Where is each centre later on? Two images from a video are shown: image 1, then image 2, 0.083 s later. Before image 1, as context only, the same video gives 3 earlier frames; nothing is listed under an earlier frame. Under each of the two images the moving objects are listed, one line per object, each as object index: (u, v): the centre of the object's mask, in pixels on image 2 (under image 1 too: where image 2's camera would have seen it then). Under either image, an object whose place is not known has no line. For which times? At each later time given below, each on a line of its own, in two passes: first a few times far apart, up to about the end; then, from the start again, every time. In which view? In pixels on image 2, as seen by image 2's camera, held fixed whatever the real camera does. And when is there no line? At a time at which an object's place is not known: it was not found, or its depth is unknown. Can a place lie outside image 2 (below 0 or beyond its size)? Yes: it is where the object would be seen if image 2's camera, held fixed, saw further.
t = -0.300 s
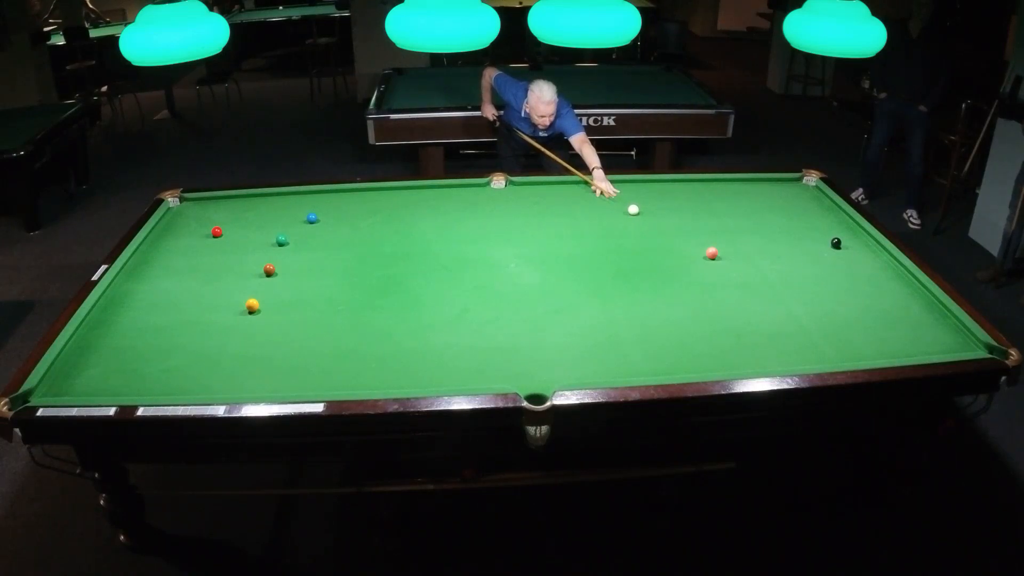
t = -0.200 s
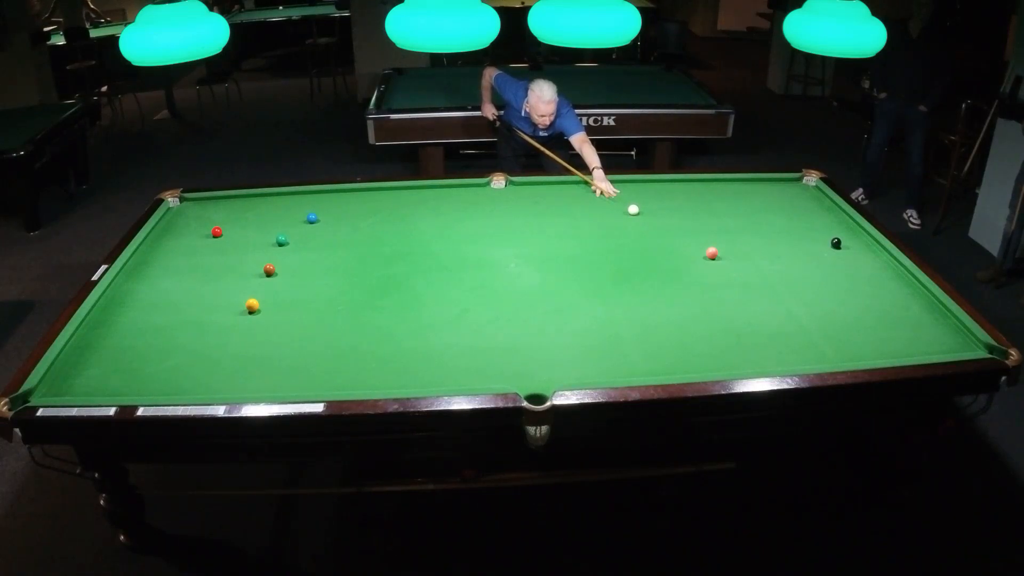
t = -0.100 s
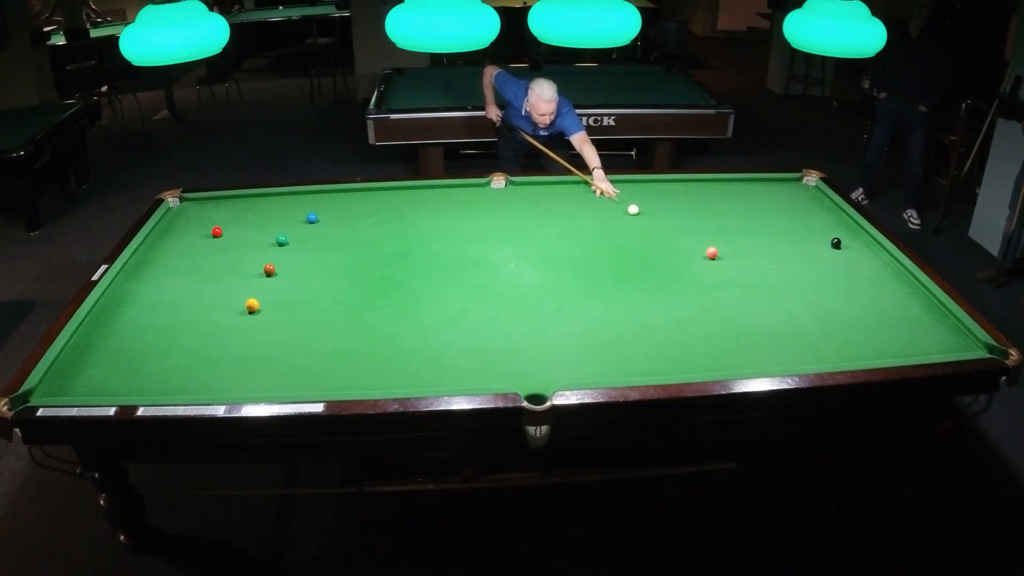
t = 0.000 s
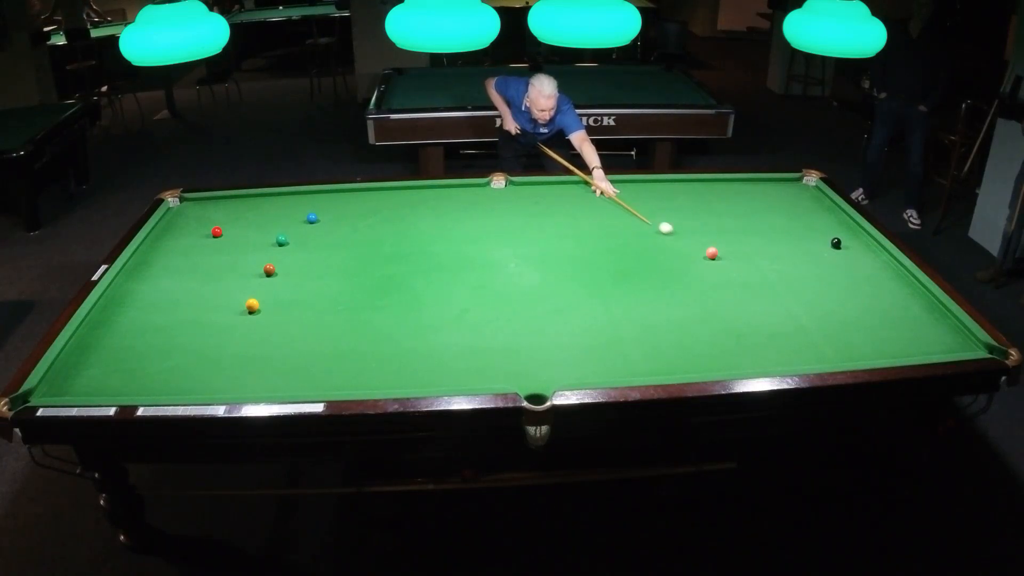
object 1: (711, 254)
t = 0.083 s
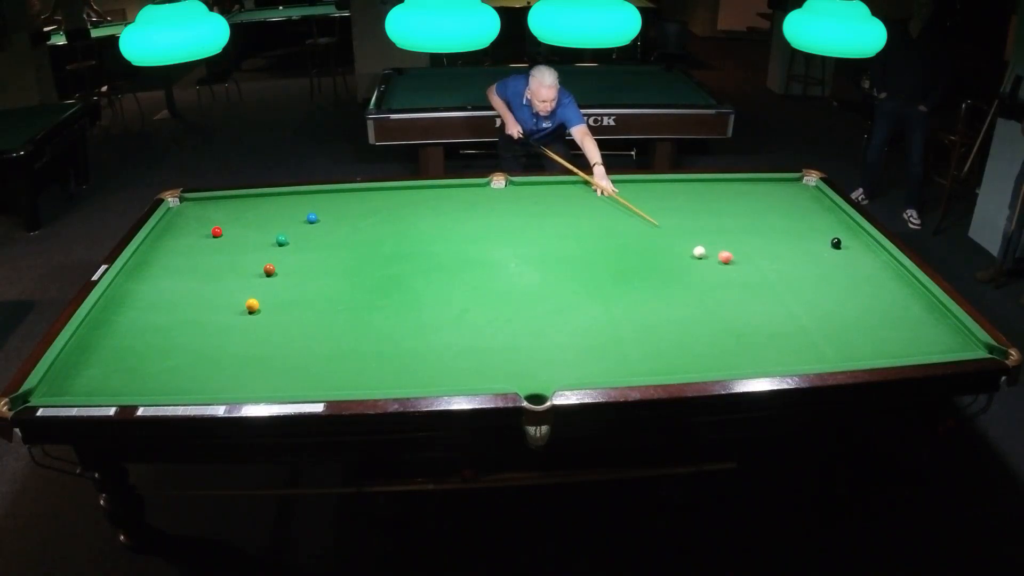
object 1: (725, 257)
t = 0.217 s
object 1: (811, 286)
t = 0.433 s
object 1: (935, 328)
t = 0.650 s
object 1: (970, 336)
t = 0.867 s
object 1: (939, 311)
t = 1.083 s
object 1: (911, 290)
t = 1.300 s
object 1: (886, 271)
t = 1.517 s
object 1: (864, 253)
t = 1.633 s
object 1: (852, 245)
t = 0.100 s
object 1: (736, 261)
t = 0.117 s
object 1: (747, 265)
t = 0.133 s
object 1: (758, 268)
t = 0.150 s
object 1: (769, 272)
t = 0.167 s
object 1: (780, 275)
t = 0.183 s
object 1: (791, 279)
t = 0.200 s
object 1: (801, 283)
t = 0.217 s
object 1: (811, 286)
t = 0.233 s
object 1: (822, 289)
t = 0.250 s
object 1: (832, 293)
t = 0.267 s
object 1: (841, 296)
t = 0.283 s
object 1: (851, 299)
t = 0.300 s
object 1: (861, 302)
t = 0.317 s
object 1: (870, 306)
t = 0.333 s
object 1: (879, 308)
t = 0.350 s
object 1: (889, 312)
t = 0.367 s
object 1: (898, 315)
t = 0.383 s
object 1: (907, 318)
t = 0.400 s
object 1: (917, 322)
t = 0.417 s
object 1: (926, 325)
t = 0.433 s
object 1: (935, 328)
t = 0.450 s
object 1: (944, 331)
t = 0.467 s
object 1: (954, 335)
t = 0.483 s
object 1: (963, 338)
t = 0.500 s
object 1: (973, 341)
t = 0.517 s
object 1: (979, 344)
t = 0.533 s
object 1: (981, 347)
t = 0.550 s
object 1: (982, 348)
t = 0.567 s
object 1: (980, 347)
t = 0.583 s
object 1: (978, 345)
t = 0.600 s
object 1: (975, 343)
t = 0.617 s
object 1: (974, 340)
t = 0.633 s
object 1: (972, 338)
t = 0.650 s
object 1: (970, 336)
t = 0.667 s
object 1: (967, 334)
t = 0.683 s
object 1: (965, 332)
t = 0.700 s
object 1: (962, 330)
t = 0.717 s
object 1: (960, 328)
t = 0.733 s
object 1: (957, 326)
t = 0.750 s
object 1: (955, 324)
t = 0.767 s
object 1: (952, 322)
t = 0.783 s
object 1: (950, 321)
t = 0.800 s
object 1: (948, 319)
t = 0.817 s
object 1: (946, 317)
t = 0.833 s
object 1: (943, 315)
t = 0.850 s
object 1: (941, 313)
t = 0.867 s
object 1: (939, 311)
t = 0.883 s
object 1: (936, 310)
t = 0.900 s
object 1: (934, 308)
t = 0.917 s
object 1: (932, 306)
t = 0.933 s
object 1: (930, 305)
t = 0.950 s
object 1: (928, 303)
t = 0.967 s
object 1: (926, 301)
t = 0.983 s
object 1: (924, 299)
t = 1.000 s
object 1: (921, 298)
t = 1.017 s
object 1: (919, 296)
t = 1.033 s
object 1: (917, 295)
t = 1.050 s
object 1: (915, 293)
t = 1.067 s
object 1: (913, 291)
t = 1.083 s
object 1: (911, 290)
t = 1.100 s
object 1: (909, 289)
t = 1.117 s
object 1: (907, 287)
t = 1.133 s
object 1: (905, 285)
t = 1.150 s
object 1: (903, 284)
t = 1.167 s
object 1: (902, 282)
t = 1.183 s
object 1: (900, 281)
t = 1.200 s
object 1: (898, 279)
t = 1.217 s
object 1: (896, 278)
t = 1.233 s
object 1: (894, 276)
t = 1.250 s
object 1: (892, 275)
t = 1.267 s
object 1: (890, 274)
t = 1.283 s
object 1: (888, 272)
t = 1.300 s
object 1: (886, 271)
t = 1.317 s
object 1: (885, 269)
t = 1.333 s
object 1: (883, 268)
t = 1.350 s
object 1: (881, 267)
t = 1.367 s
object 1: (879, 265)
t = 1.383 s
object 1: (878, 264)
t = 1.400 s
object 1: (876, 263)
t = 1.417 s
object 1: (874, 261)
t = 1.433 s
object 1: (872, 260)
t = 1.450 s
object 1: (871, 259)
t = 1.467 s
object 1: (869, 257)
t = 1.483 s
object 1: (867, 256)
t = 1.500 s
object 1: (865, 255)
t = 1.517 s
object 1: (864, 253)
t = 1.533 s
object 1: (862, 252)
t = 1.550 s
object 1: (861, 251)
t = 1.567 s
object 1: (859, 250)
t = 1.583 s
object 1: (857, 249)
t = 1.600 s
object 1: (856, 247)
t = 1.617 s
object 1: (854, 246)
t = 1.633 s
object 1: (852, 245)
